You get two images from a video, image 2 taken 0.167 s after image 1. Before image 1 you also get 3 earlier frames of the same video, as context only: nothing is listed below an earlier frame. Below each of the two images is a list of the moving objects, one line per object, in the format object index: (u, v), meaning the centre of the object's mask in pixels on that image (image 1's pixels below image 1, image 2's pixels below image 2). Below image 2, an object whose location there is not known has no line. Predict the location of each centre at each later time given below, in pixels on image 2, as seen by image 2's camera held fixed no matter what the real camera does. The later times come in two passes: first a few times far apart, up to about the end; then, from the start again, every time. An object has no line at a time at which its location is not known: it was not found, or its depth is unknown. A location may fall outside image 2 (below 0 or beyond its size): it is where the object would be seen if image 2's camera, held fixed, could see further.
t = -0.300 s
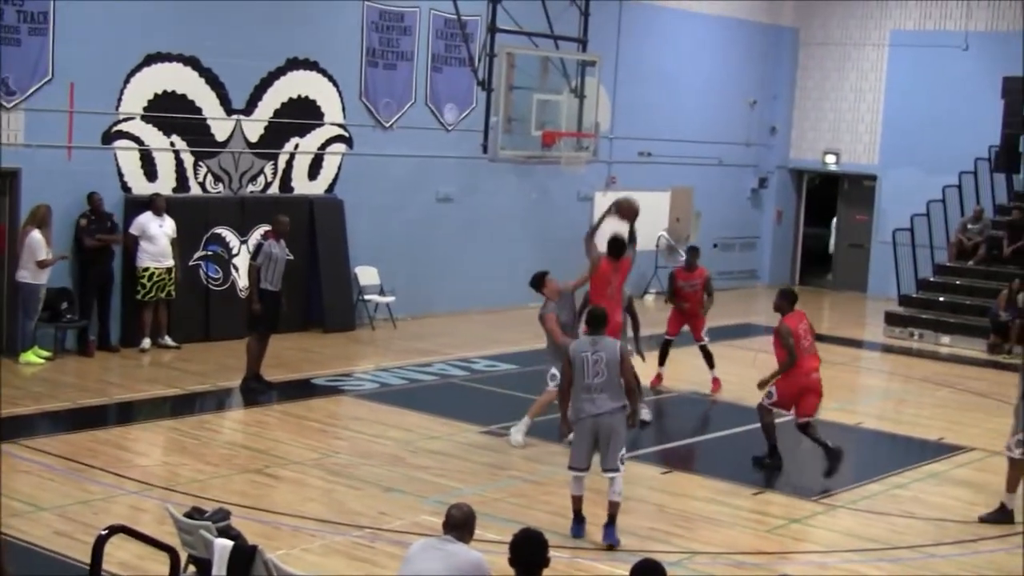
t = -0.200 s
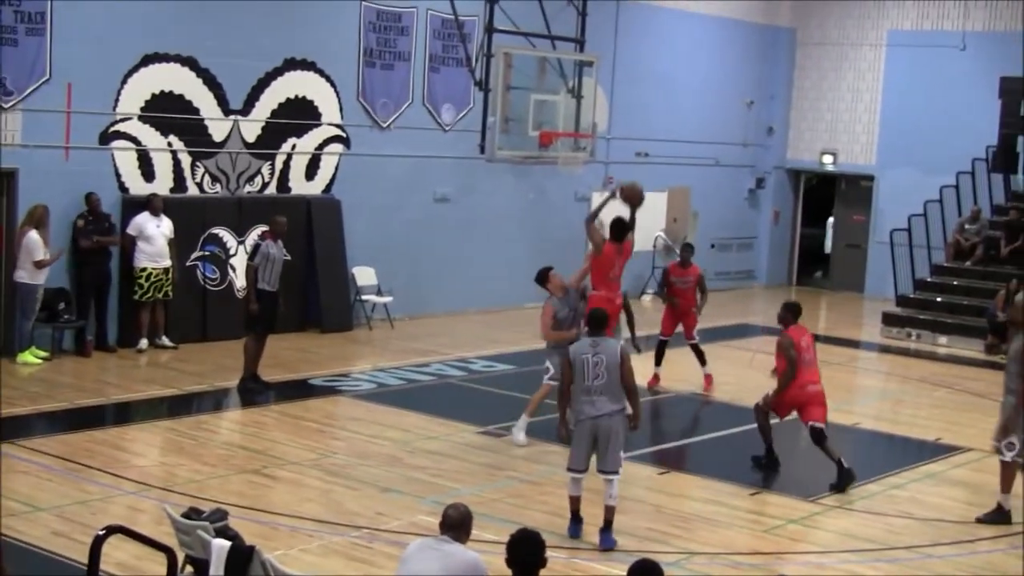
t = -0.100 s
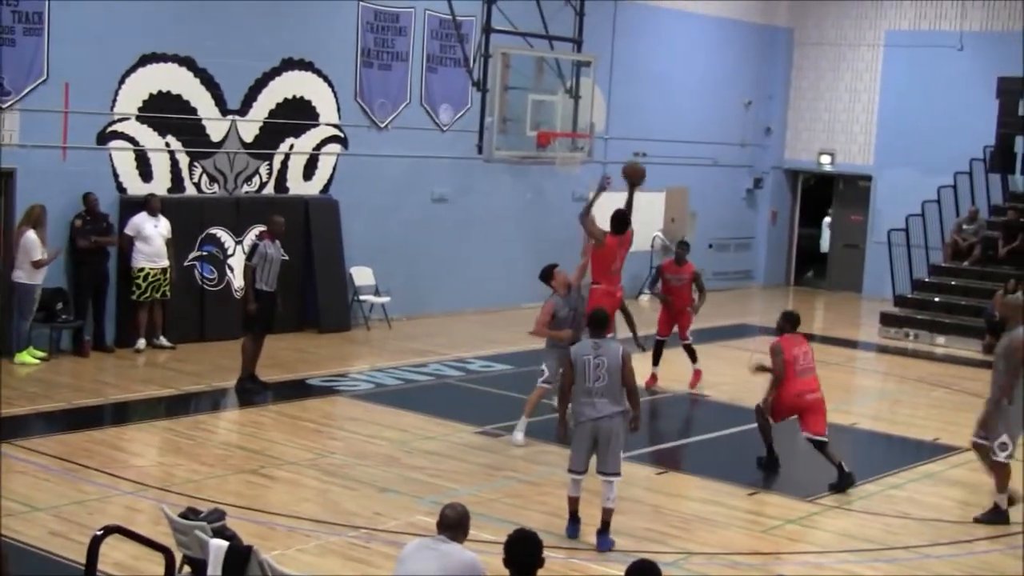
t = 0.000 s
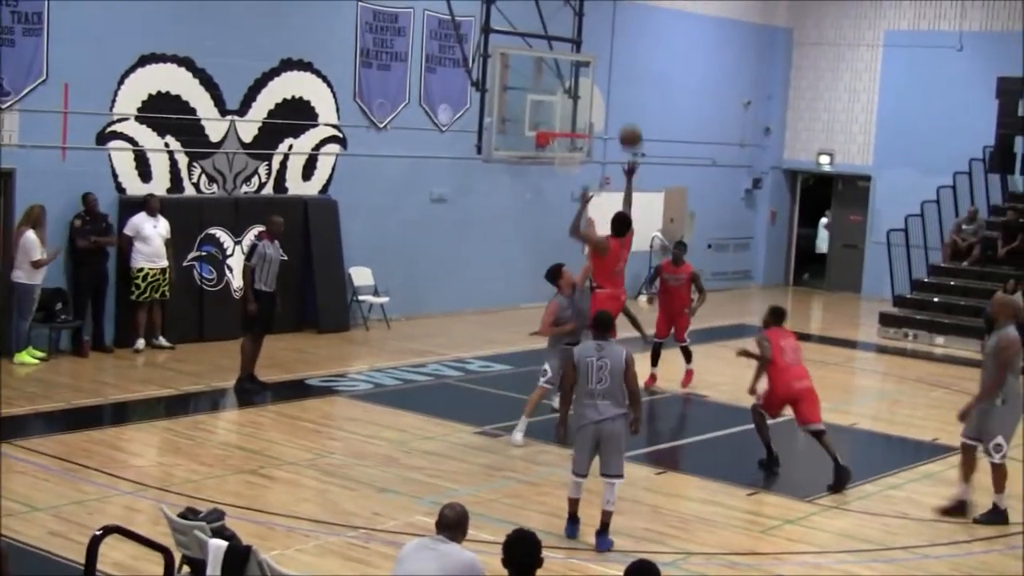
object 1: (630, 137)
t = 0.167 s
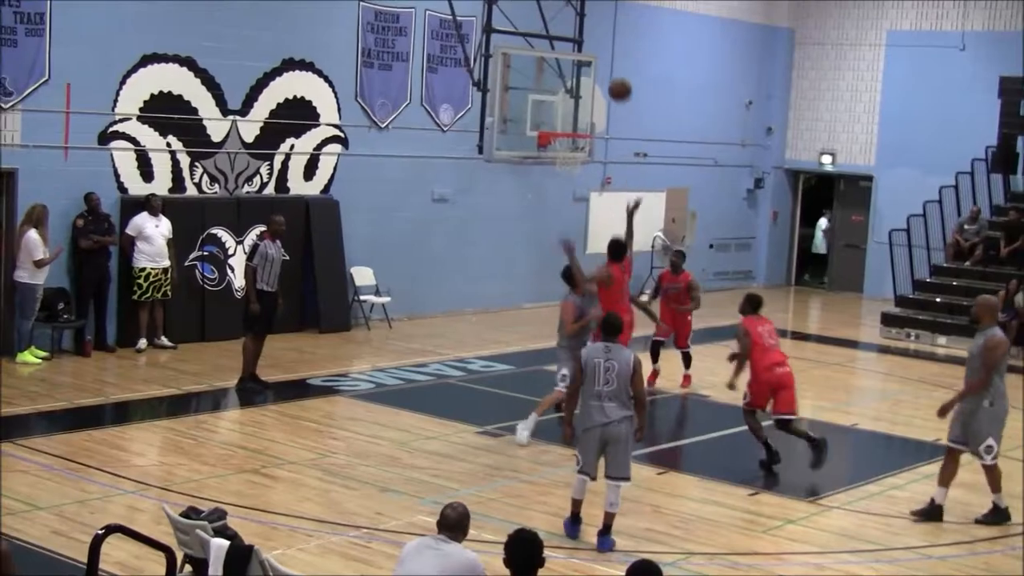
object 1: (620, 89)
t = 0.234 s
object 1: (614, 79)
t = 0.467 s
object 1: (596, 74)
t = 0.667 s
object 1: (577, 108)
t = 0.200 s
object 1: (617, 84)
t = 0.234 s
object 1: (614, 79)
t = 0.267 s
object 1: (612, 75)
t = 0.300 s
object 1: (609, 72)
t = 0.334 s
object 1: (606, 71)
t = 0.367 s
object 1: (604, 71)
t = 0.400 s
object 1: (601, 71)
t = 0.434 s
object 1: (598, 72)
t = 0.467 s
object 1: (596, 74)
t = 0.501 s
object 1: (593, 78)
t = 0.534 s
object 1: (590, 82)
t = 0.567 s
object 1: (587, 87)
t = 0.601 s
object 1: (584, 94)
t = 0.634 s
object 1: (581, 101)
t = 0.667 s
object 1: (577, 108)
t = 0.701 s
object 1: (574, 117)
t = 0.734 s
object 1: (572, 125)
